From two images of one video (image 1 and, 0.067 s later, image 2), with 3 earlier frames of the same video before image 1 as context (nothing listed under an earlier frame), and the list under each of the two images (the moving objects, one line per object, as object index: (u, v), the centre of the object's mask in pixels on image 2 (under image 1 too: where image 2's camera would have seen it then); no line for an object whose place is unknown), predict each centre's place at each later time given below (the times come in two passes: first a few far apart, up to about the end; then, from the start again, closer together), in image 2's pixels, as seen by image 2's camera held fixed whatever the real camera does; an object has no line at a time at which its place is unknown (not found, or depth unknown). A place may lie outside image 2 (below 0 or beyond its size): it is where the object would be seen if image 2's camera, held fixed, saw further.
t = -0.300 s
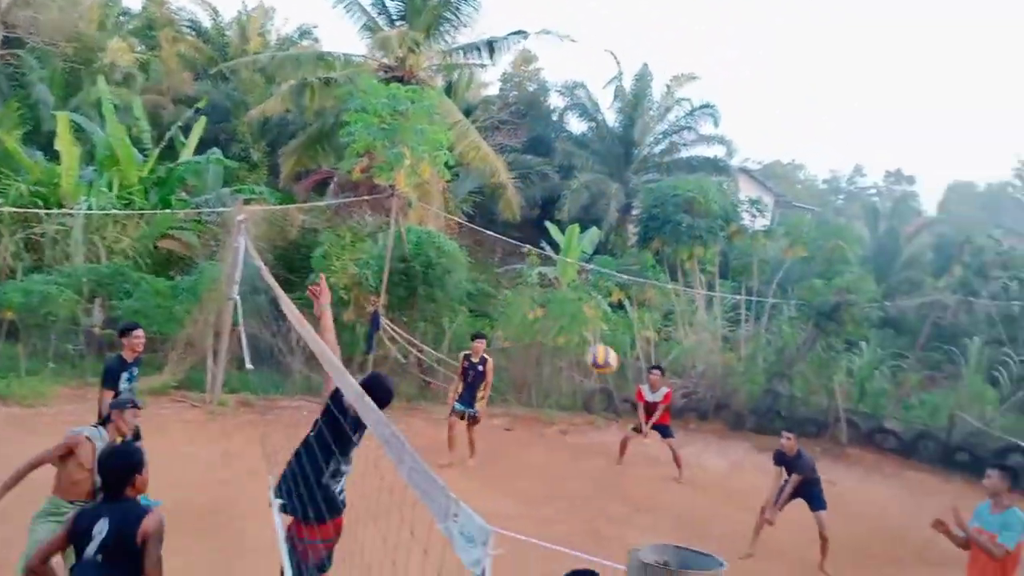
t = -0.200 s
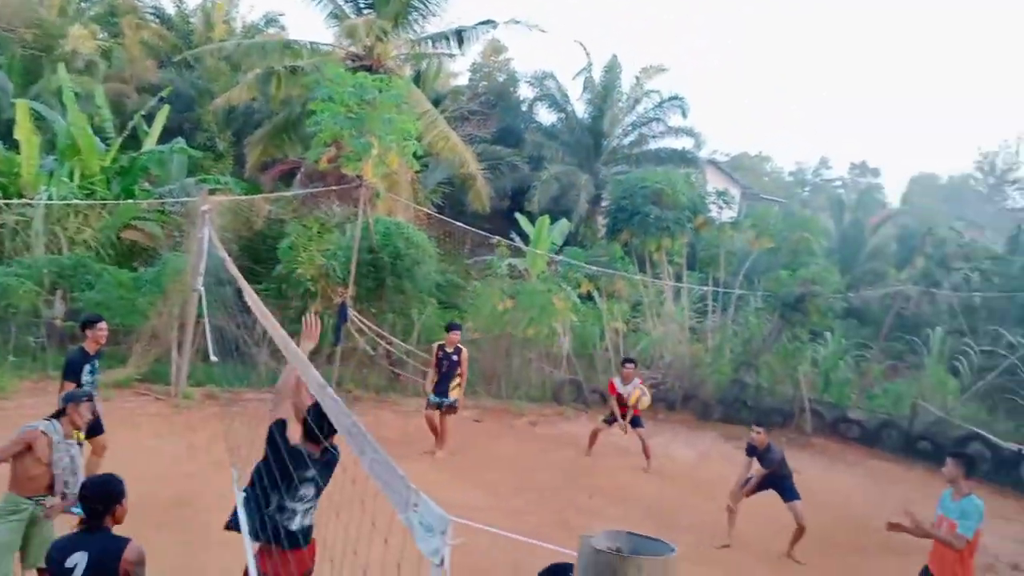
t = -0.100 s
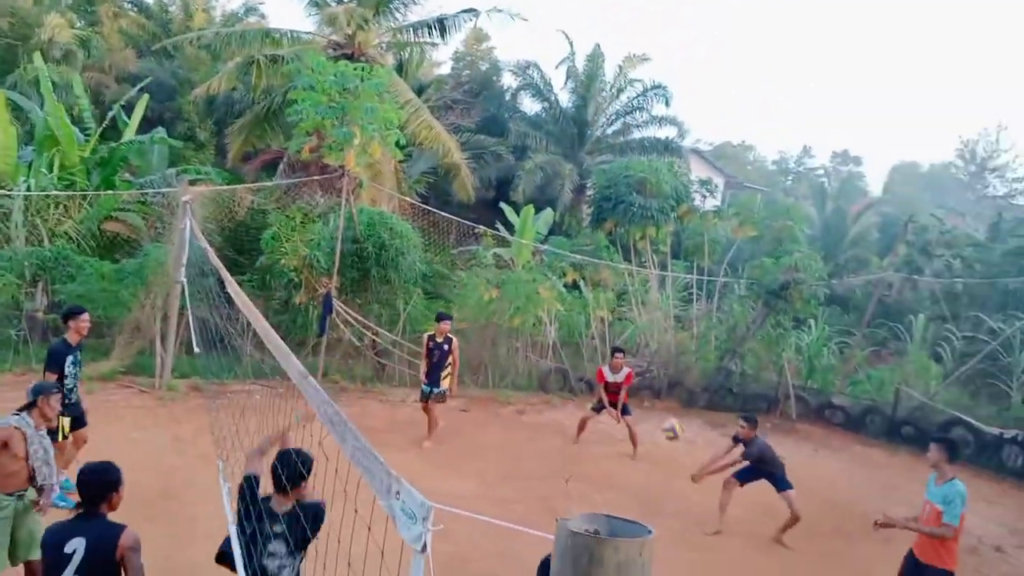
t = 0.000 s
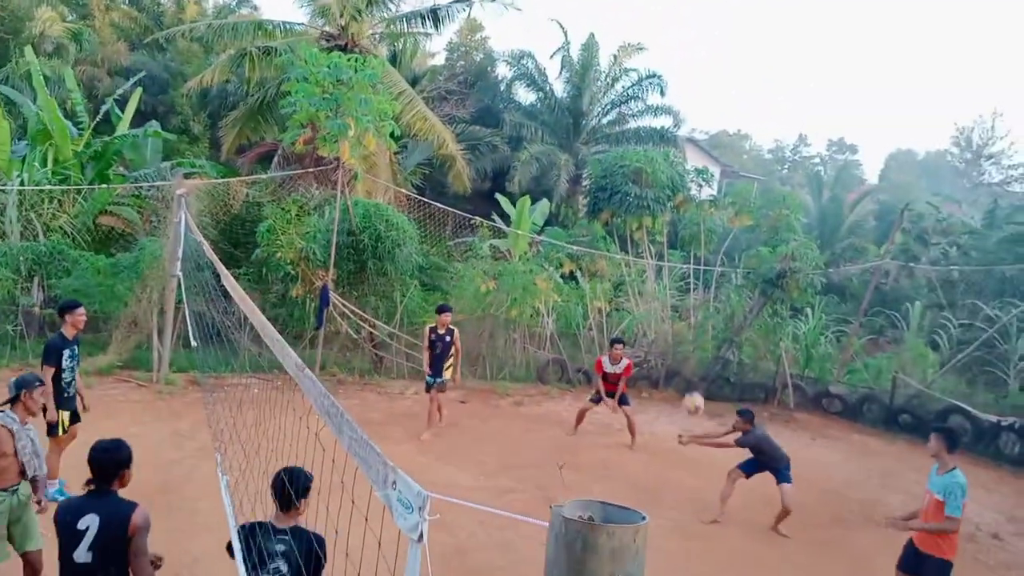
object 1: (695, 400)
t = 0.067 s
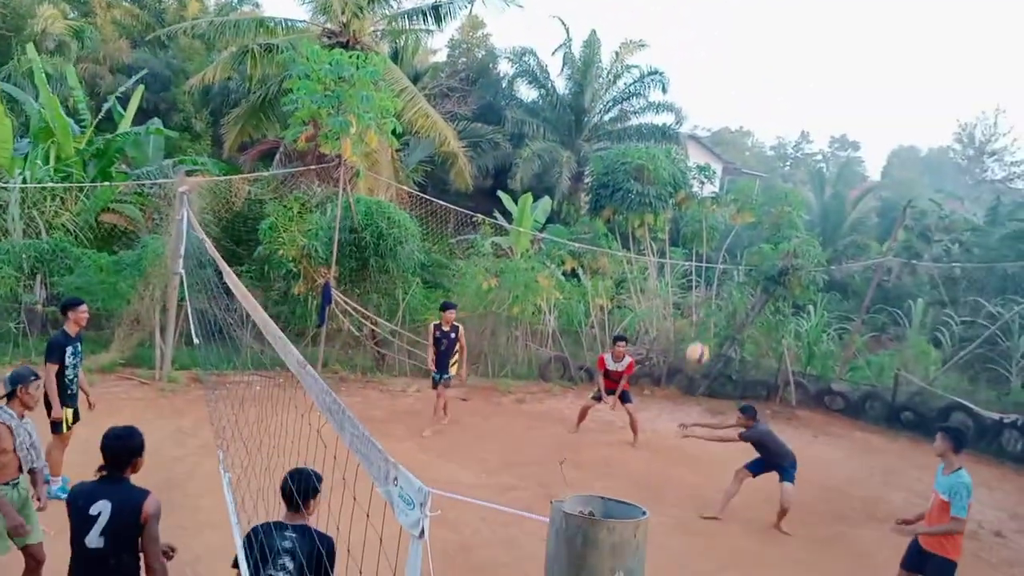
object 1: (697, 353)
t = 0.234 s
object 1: (703, 242)
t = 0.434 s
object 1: (709, 127)
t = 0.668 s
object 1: (713, 26)
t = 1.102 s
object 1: (673, 14)
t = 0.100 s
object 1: (700, 331)
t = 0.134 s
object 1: (701, 308)
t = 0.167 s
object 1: (703, 286)
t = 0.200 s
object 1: (702, 263)
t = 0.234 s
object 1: (703, 242)
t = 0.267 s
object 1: (705, 221)
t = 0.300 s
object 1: (706, 202)
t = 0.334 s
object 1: (706, 181)
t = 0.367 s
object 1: (709, 164)
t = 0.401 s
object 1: (709, 146)
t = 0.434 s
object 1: (709, 127)
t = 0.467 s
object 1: (709, 111)
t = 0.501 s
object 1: (711, 94)
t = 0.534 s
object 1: (712, 79)
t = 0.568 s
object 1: (711, 64)
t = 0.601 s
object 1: (712, 51)
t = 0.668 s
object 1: (713, 26)
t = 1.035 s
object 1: (684, 0)
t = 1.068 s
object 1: (680, 5)
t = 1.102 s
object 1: (673, 14)
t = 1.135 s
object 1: (668, 26)
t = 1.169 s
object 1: (662, 41)
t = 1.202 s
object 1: (654, 60)
